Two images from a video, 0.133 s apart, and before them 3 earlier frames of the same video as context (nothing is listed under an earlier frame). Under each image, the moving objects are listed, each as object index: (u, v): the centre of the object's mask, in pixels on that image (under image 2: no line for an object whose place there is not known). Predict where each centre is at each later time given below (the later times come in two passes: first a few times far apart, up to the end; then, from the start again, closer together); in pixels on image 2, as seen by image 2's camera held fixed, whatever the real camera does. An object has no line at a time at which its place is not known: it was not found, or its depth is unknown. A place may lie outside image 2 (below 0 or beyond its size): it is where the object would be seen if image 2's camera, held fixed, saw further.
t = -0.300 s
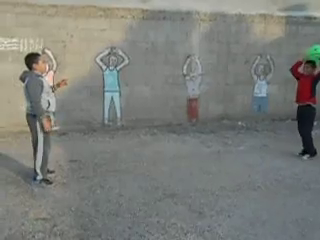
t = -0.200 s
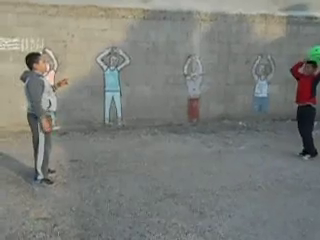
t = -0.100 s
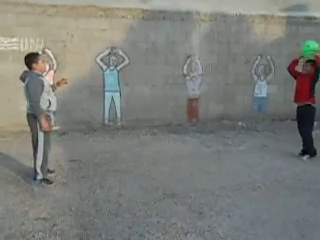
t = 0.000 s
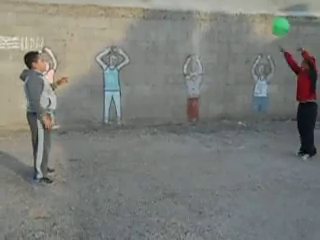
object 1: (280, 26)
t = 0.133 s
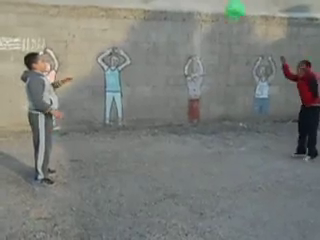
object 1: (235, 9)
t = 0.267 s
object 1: (190, 7)
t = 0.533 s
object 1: (105, 43)
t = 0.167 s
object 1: (224, 7)
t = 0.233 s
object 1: (201, 7)
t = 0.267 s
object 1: (190, 7)
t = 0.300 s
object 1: (179, 7)
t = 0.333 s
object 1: (167, 10)
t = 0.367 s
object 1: (156, 13)
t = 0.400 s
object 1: (146, 17)
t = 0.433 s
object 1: (136, 23)
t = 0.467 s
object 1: (126, 29)
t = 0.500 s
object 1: (115, 35)
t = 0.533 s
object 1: (105, 43)
